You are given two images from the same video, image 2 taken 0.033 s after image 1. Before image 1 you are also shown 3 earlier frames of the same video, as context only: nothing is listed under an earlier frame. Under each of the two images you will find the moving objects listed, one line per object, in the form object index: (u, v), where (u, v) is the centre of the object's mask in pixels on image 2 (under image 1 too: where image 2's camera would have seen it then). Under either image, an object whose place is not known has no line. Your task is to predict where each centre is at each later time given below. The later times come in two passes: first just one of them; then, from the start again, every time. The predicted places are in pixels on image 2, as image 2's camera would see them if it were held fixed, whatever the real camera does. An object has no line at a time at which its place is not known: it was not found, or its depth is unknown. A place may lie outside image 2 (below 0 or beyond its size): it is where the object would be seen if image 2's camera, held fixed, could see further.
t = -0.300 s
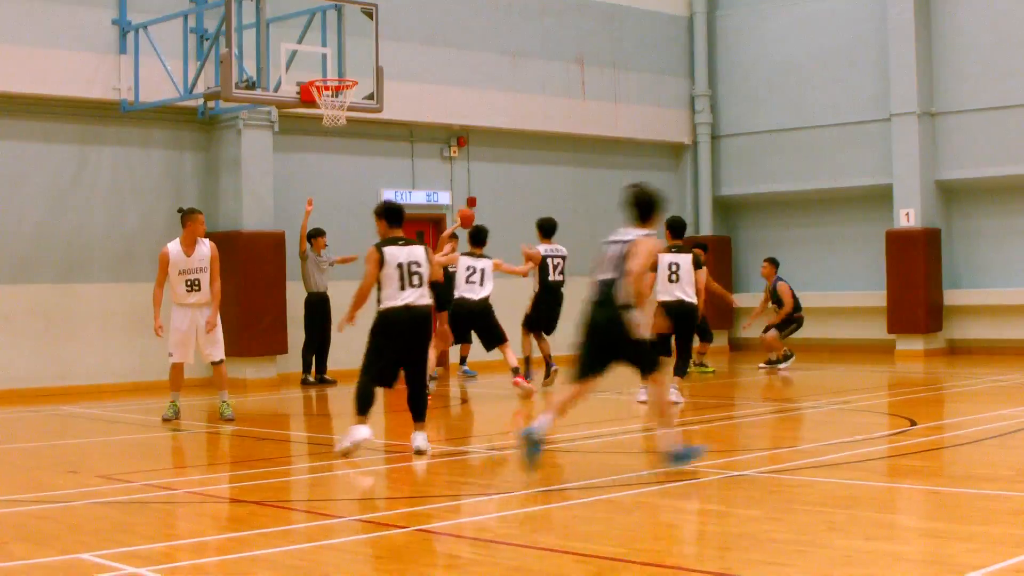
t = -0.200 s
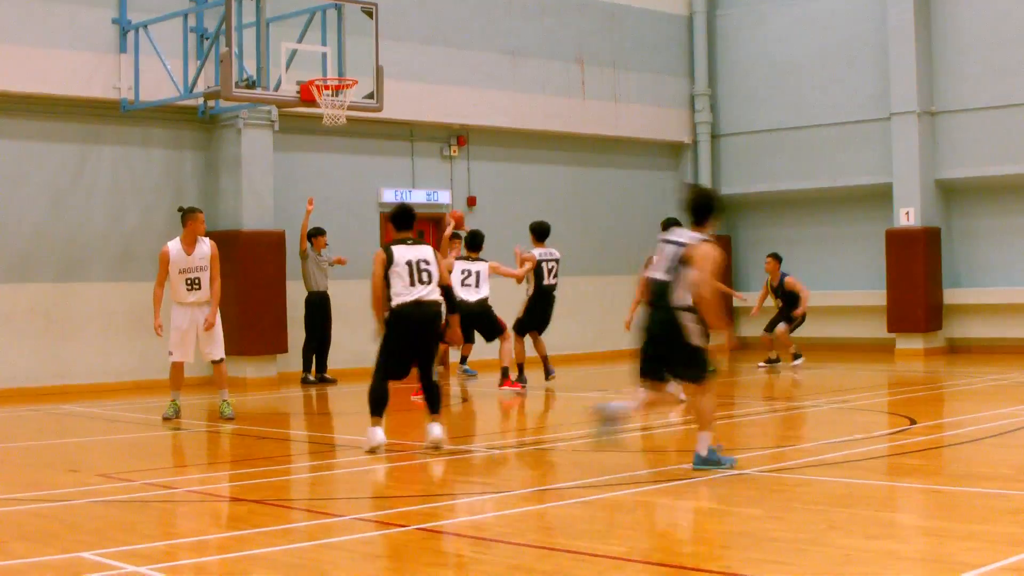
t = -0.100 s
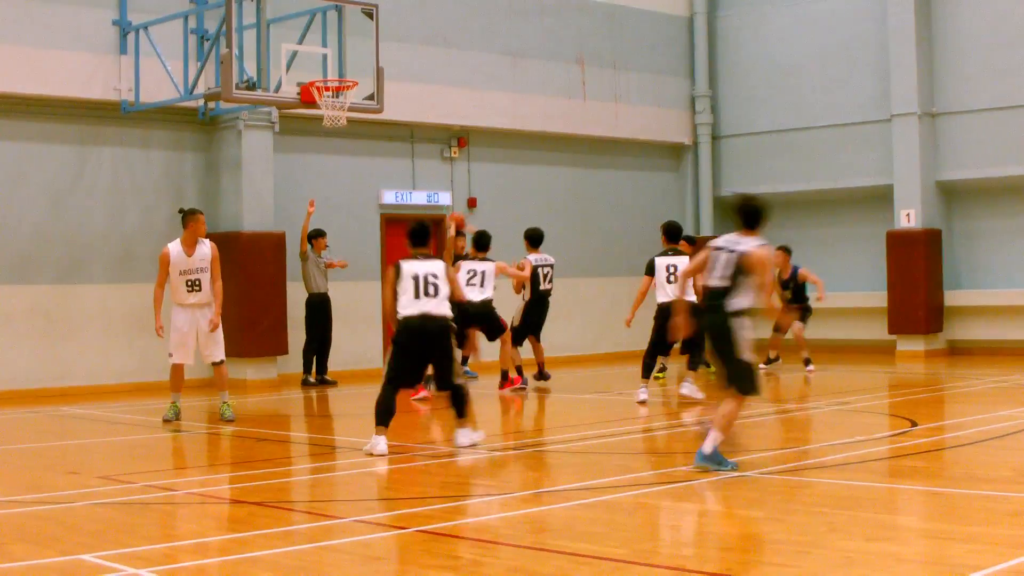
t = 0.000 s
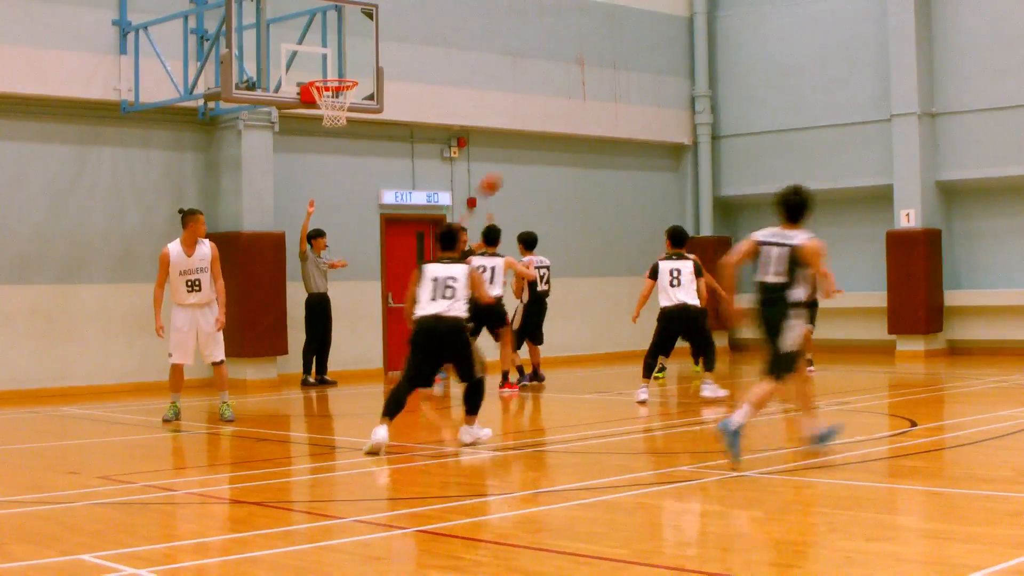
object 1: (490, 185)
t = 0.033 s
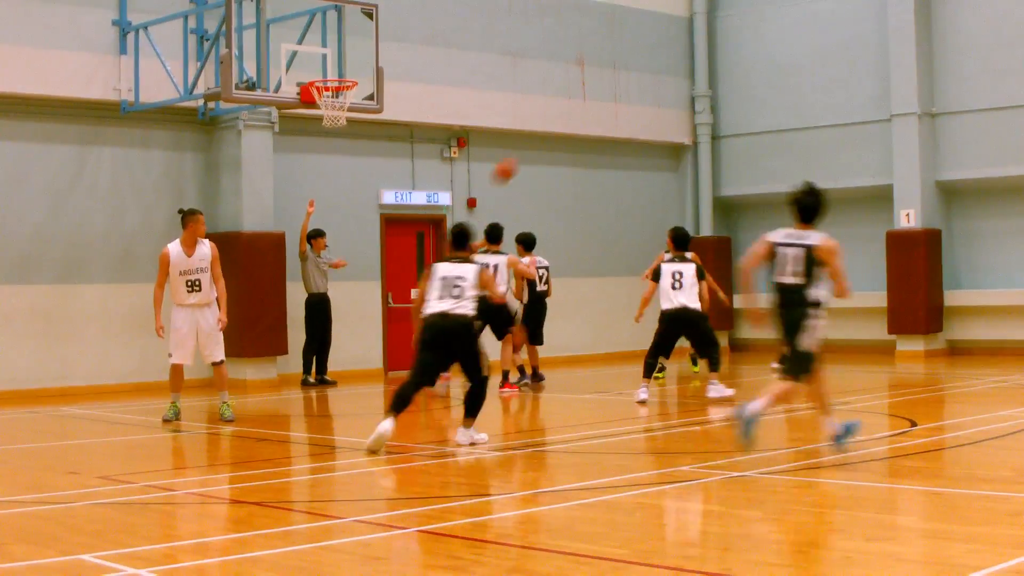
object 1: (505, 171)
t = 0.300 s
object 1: (636, 86)
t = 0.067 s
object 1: (519, 158)
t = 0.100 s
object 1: (535, 146)
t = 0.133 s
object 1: (550, 136)
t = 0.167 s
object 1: (568, 123)
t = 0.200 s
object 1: (584, 113)
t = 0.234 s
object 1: (600, 104)
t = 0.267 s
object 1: (617, 95)
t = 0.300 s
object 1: (636, 86)
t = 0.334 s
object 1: (654, 79)
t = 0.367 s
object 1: (674, 73)
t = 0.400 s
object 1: (692, 66)
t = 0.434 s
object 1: (710, 61)
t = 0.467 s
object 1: (730, 55)
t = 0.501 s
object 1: (748, 52)
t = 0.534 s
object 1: (768, 49)
